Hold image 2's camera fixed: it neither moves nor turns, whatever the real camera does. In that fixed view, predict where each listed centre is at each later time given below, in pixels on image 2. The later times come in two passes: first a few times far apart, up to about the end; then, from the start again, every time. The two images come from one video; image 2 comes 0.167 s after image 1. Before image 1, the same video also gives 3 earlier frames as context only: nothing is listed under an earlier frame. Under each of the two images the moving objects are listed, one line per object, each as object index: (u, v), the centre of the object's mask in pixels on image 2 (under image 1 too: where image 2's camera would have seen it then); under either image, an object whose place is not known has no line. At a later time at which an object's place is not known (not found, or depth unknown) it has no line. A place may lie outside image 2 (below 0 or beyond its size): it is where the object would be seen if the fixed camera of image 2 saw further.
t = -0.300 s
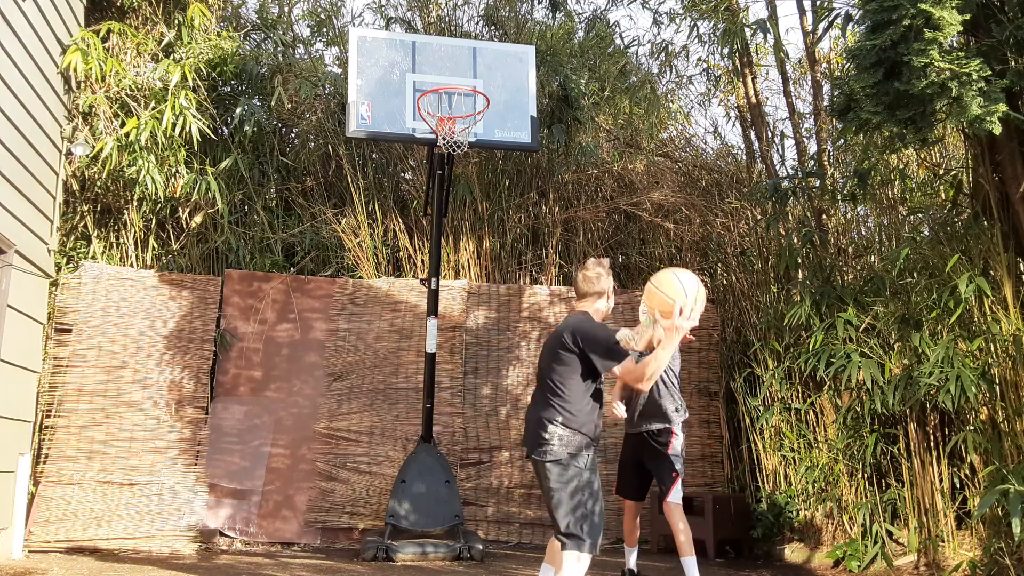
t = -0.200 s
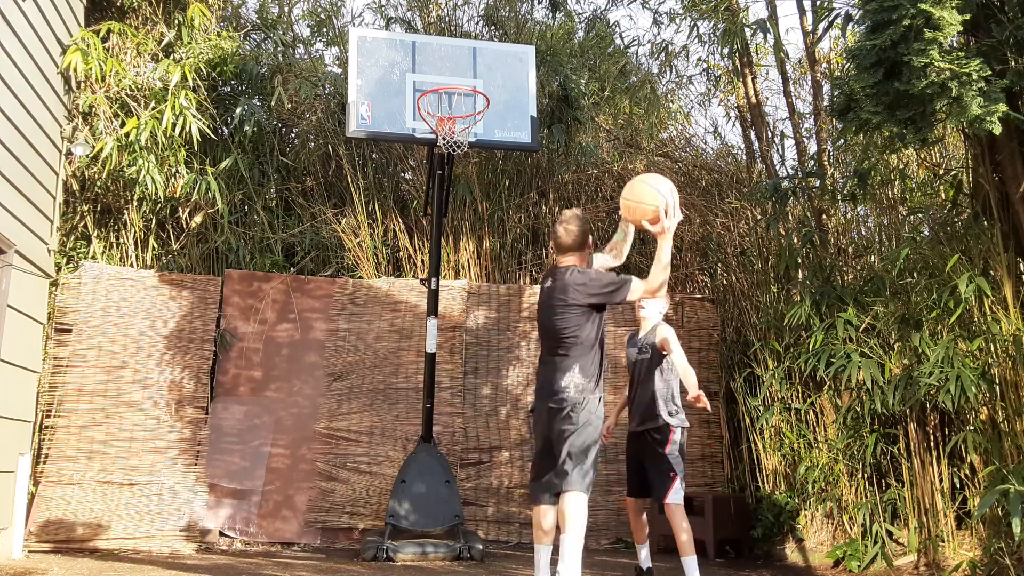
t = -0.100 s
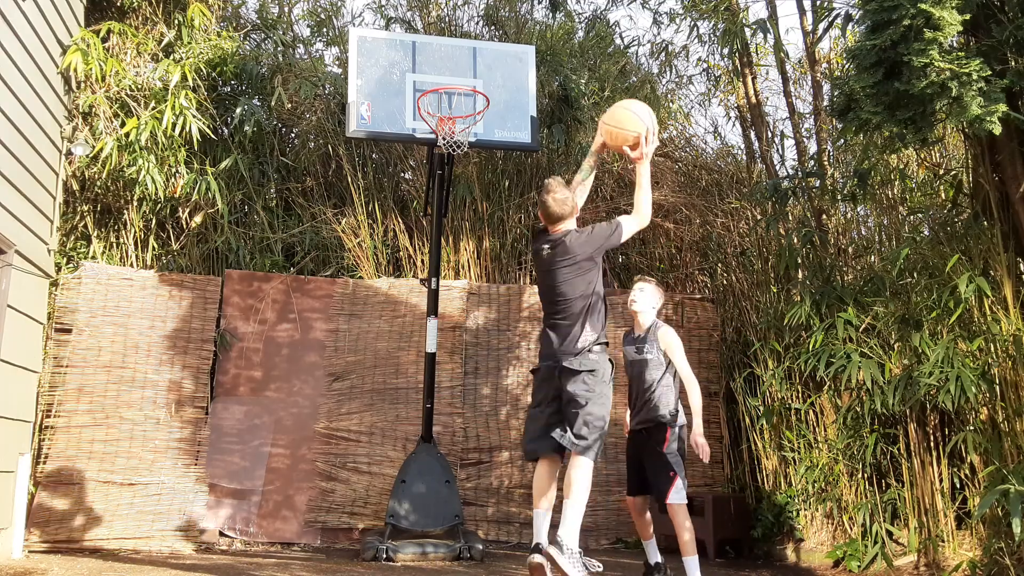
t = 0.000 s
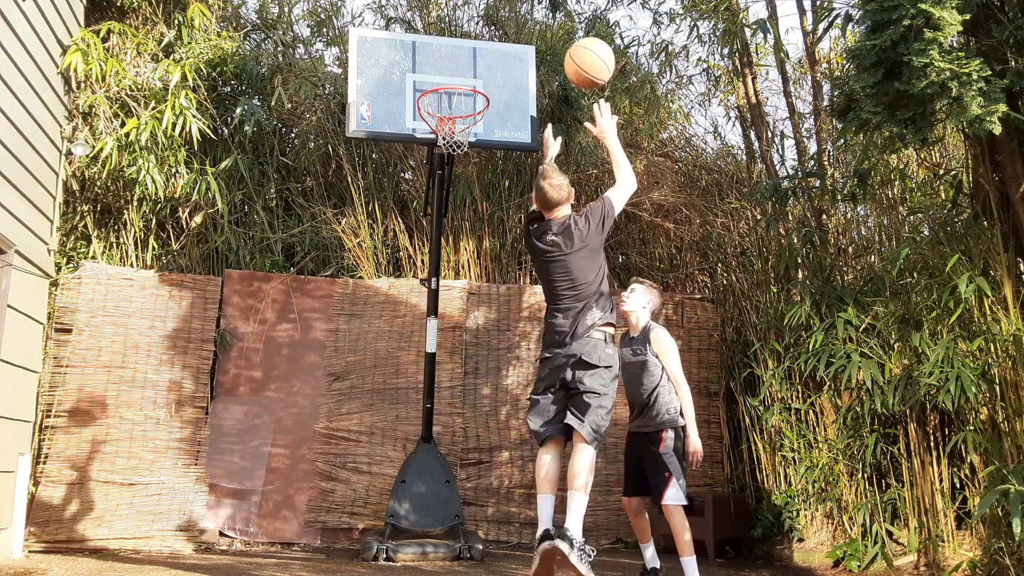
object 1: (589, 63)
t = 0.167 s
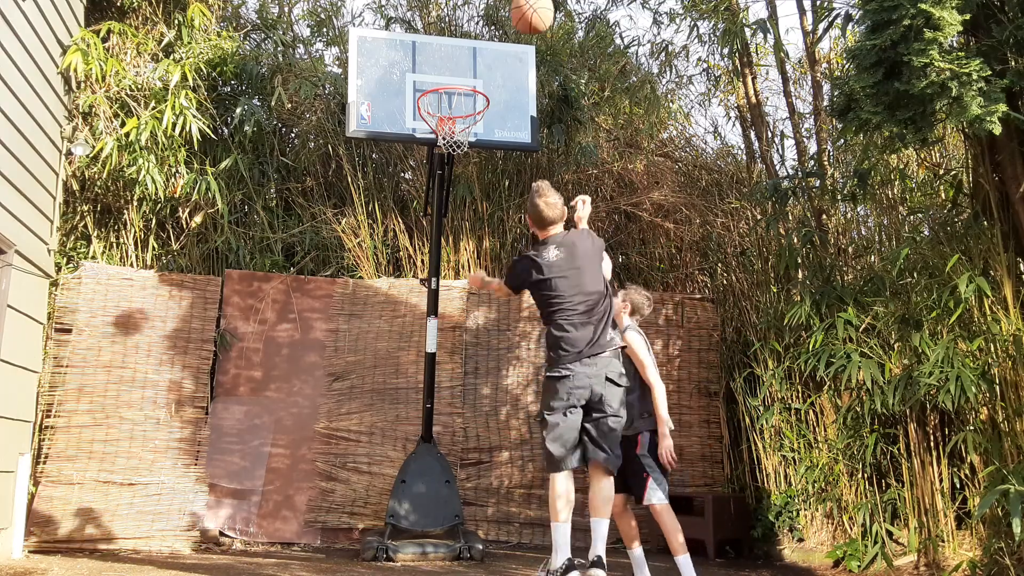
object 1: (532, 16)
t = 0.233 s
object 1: (513, 13)
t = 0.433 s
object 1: (463, 30)
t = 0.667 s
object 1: (429, 87)
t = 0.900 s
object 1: (479, 69)
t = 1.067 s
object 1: (524, 73)
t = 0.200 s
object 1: (522, 14)
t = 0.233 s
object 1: (513, 13)
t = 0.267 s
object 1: (504, 13)
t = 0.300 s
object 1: (495, 13)
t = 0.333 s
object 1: (487, 14)
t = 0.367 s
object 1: (479, 17)
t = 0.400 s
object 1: (471, 22)
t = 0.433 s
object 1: (463, 30)
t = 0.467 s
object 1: (455, 38)
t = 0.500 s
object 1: (449, 48)
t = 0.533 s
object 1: (442, 59)
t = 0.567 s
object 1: (435, 71)
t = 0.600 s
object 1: (428, 79)
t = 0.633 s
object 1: (428, 80)
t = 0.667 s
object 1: (429, 87)
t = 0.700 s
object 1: (430, 89)
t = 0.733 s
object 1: (436, 87)
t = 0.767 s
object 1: (442, 86)
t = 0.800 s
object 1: (451, 80)
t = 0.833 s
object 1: (461, 76)
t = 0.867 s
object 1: (470, 72)
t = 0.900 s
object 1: (479, 69)
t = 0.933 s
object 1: (487, 67)
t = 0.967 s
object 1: (496, 66)
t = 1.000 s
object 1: (505, 67)
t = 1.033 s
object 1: (514, 69)
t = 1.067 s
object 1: (524, 73)
